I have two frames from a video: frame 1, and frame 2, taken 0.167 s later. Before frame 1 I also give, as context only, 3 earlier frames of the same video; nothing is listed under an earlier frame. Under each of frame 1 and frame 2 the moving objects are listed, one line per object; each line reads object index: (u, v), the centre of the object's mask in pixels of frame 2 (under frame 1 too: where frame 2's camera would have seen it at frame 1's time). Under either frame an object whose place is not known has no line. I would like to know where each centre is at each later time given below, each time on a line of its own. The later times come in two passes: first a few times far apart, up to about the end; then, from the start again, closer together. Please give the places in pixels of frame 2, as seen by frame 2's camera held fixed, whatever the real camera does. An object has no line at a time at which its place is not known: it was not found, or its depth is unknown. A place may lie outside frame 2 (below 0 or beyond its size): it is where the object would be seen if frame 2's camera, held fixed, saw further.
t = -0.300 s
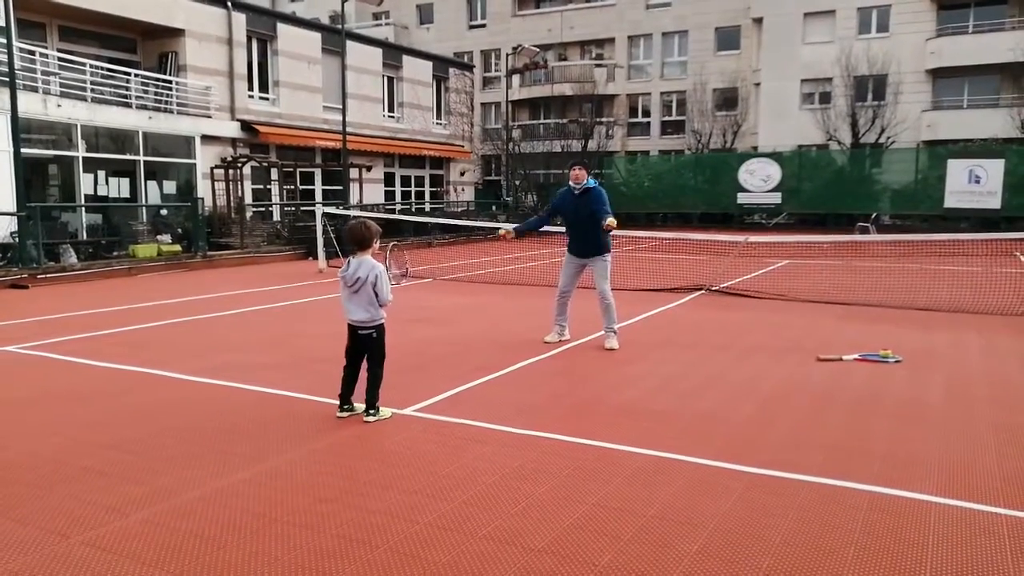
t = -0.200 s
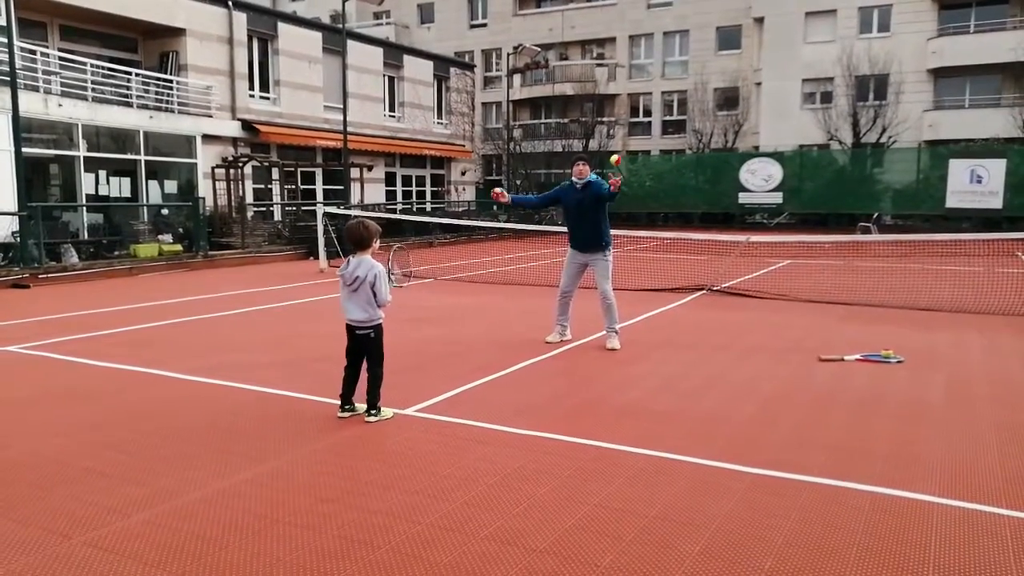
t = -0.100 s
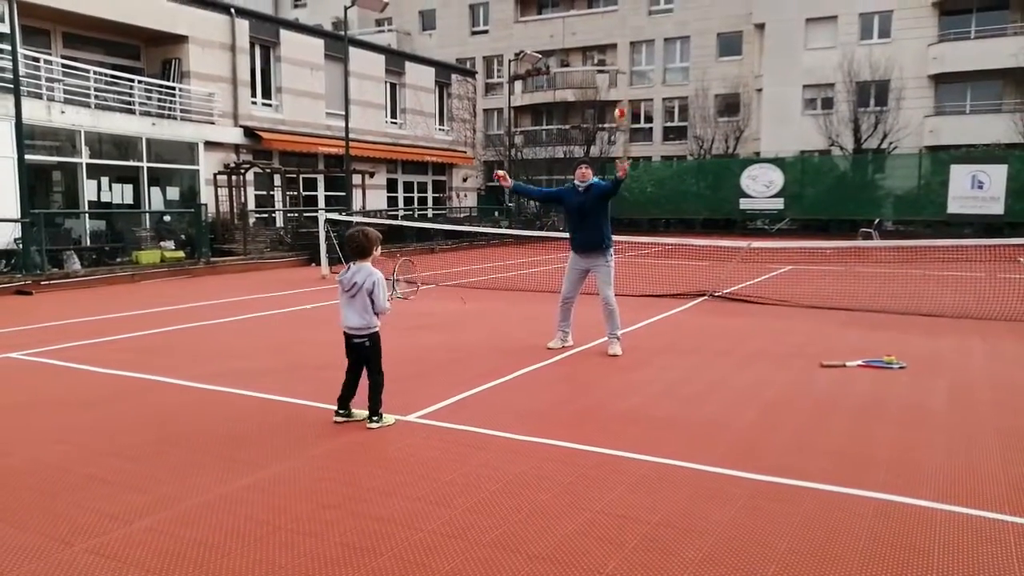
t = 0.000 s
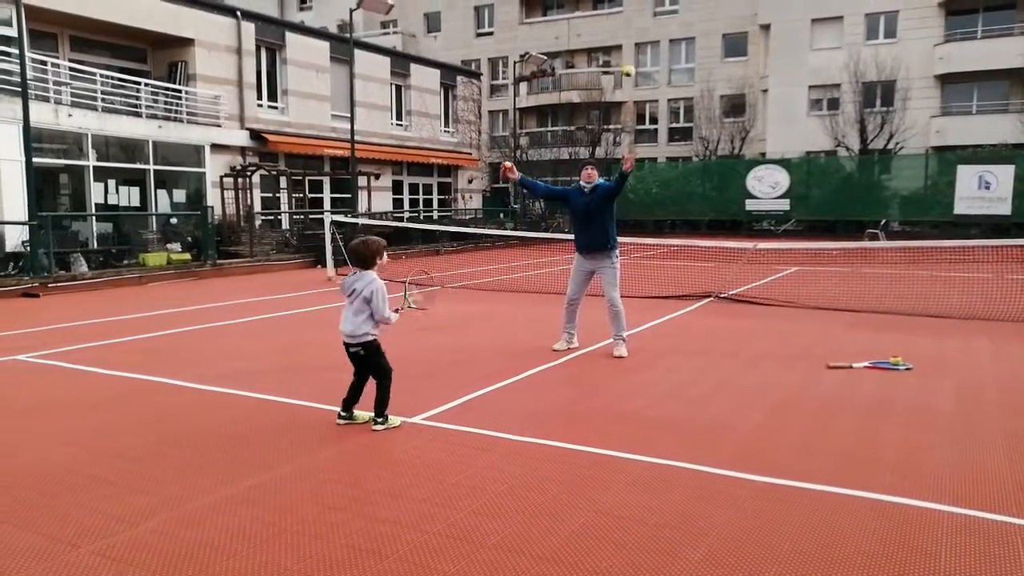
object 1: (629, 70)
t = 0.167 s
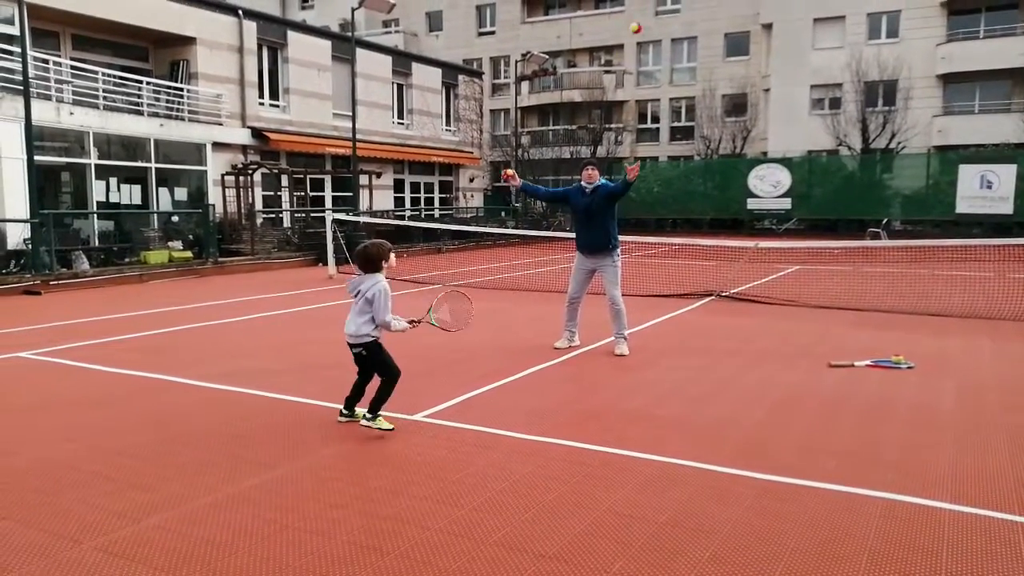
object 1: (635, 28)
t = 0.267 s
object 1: (638, 21)
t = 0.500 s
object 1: (642, 73)
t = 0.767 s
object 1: (645, 265)
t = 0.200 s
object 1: (636, 23)
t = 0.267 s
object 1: (638, 21)
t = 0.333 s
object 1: (639, 25)
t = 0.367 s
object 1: (640, 30)
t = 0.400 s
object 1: (642, 37)
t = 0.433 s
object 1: (642, 47)
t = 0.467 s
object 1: (642, 58)
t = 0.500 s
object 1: (642, 73)
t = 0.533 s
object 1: (644, 87)
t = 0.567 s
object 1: (644, 106)
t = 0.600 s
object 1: (645, 125)
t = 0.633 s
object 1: (644, 150)
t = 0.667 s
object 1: (645, 174)
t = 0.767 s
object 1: (645, 265)
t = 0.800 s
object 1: (646, 300)
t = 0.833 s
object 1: (647, 337)
